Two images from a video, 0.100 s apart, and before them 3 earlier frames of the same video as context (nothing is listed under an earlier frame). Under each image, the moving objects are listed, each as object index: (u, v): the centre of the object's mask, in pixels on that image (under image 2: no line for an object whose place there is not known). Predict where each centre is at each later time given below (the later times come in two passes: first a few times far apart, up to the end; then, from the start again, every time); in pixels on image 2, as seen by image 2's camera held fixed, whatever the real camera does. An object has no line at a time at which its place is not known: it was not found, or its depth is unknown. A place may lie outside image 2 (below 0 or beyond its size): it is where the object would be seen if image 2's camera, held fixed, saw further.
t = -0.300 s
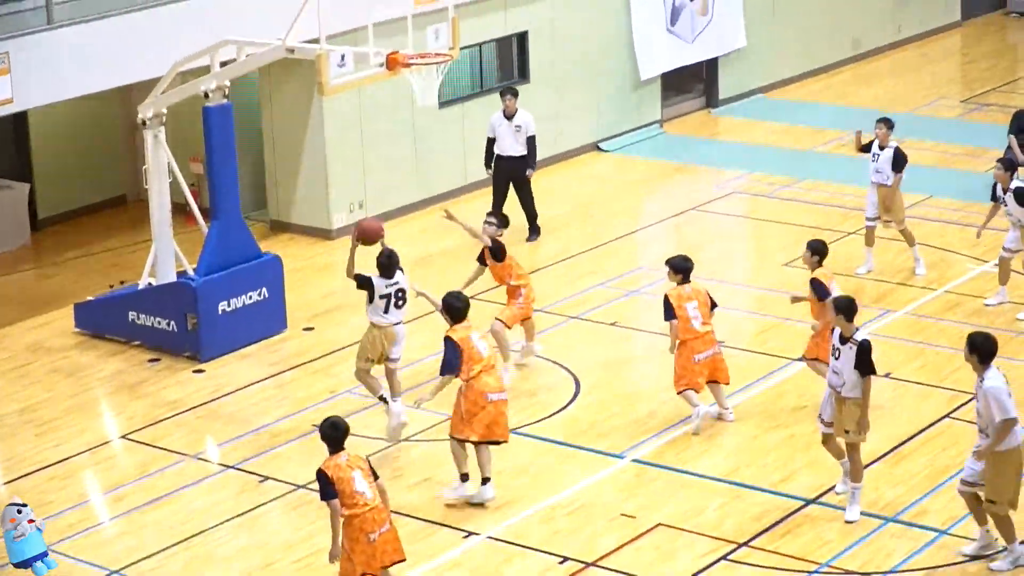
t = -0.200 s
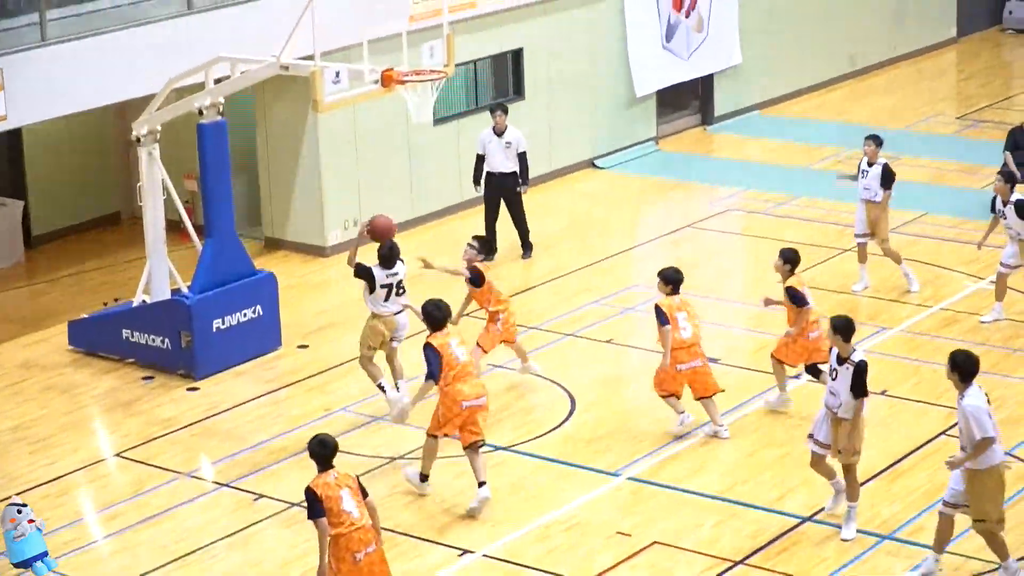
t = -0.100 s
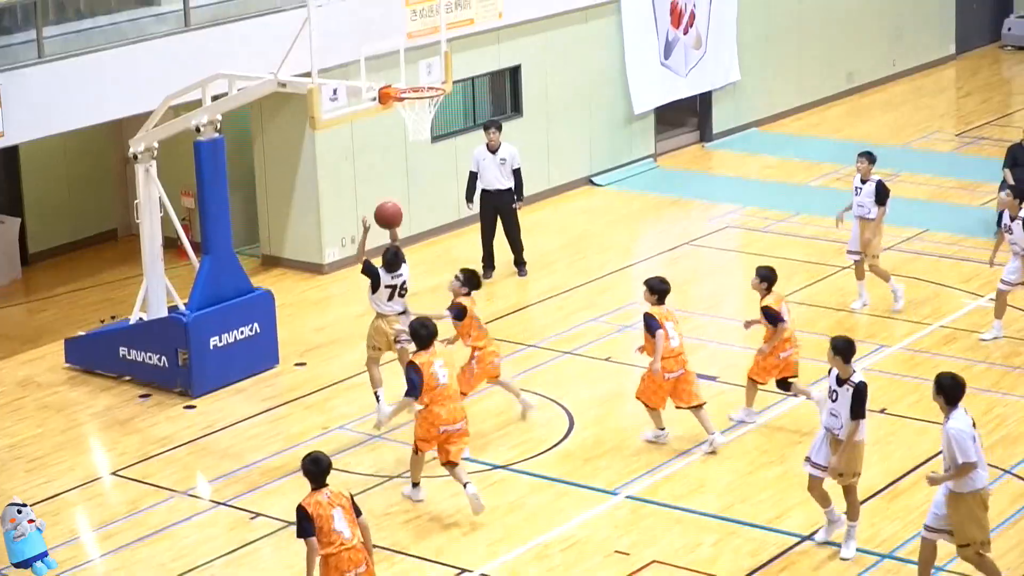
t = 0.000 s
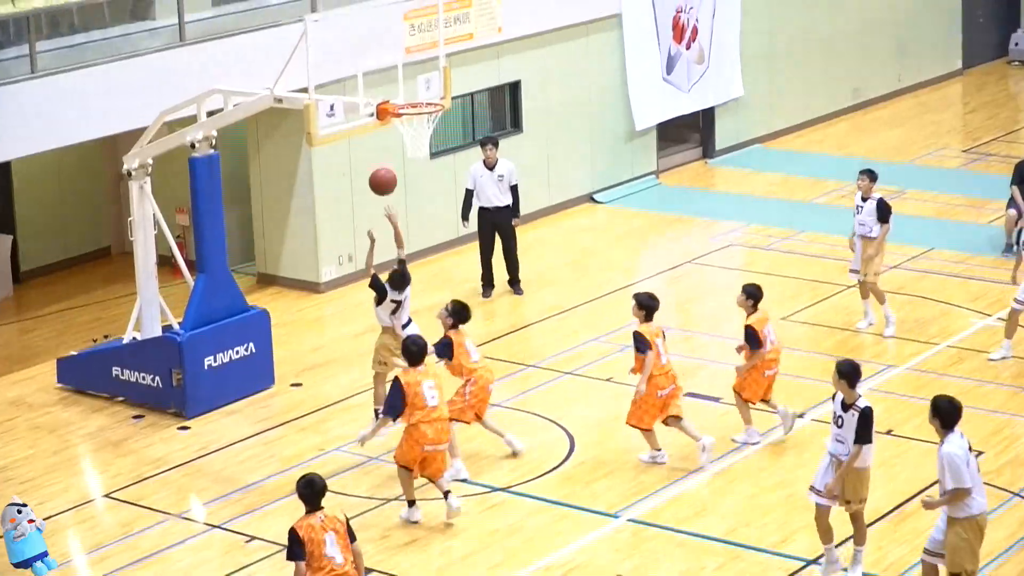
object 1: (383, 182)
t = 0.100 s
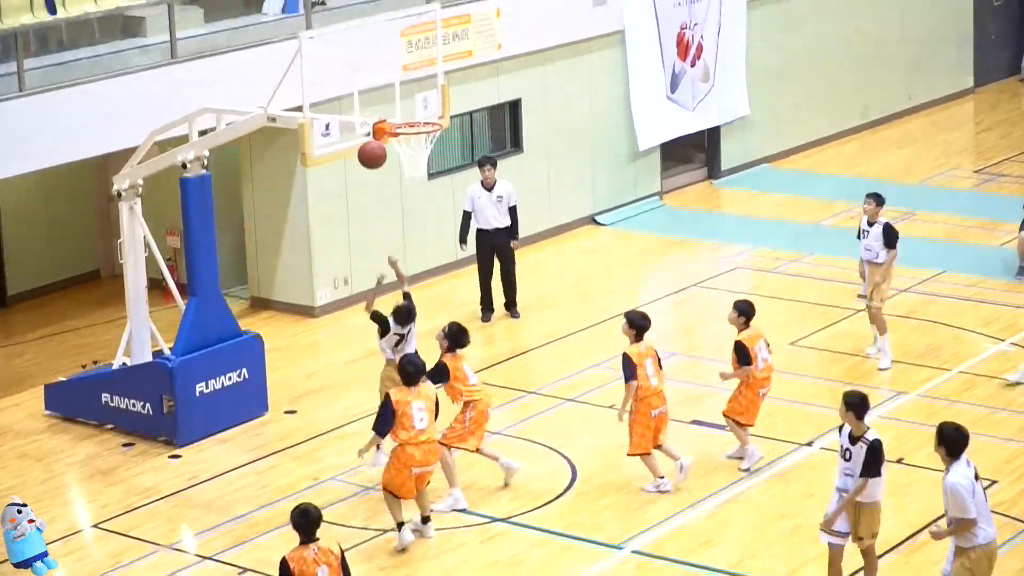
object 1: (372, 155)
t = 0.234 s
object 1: (364, 110)
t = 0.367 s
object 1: (390, 108)
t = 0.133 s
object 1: (370, 142)
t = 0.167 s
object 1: (368, 130)
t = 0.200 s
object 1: (366, 120)
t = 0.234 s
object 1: (364, 110)
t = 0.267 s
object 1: (366, 105)
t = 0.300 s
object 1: (373, 105)
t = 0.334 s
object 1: (382, 106)
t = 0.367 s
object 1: (390, 108)
